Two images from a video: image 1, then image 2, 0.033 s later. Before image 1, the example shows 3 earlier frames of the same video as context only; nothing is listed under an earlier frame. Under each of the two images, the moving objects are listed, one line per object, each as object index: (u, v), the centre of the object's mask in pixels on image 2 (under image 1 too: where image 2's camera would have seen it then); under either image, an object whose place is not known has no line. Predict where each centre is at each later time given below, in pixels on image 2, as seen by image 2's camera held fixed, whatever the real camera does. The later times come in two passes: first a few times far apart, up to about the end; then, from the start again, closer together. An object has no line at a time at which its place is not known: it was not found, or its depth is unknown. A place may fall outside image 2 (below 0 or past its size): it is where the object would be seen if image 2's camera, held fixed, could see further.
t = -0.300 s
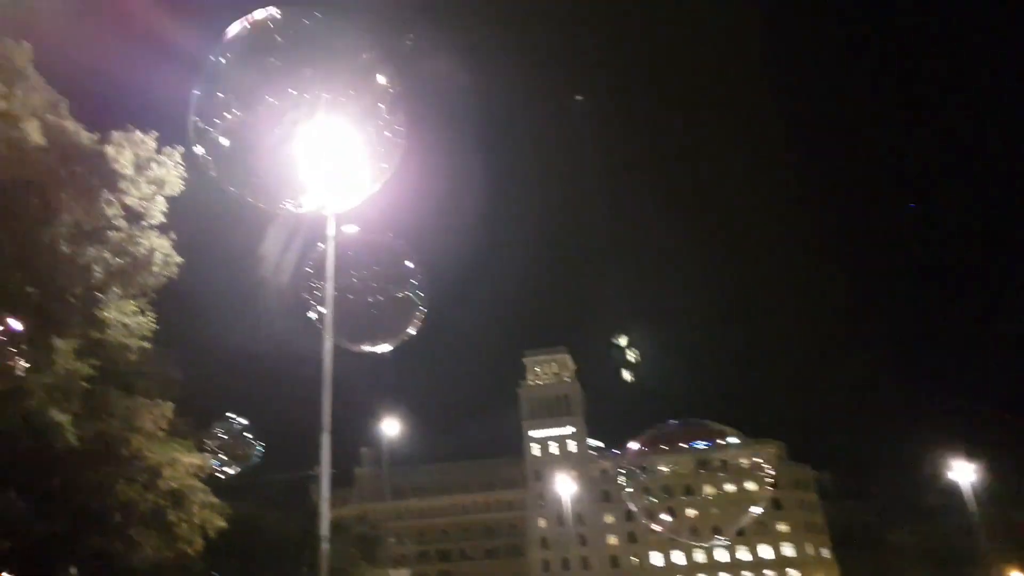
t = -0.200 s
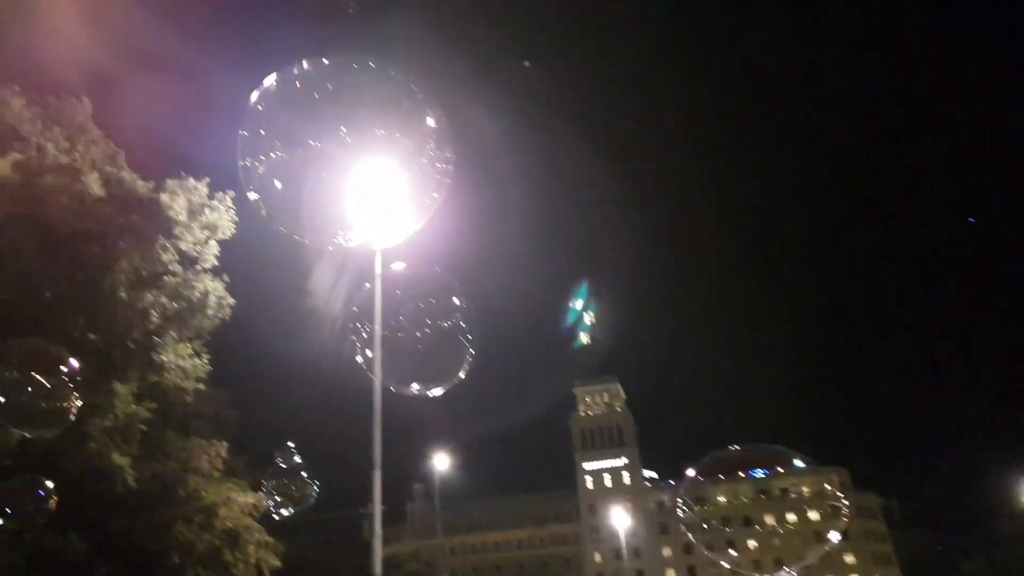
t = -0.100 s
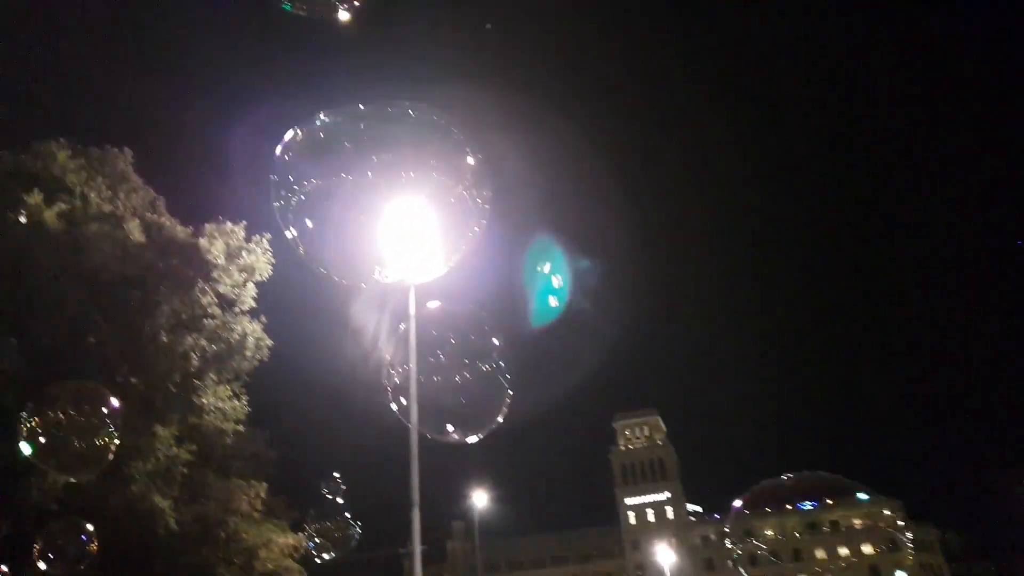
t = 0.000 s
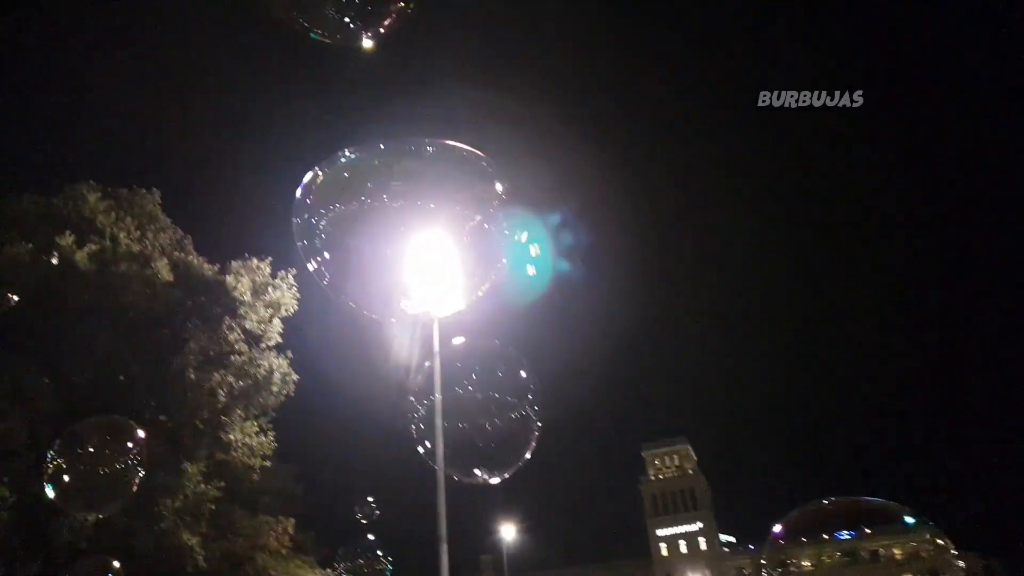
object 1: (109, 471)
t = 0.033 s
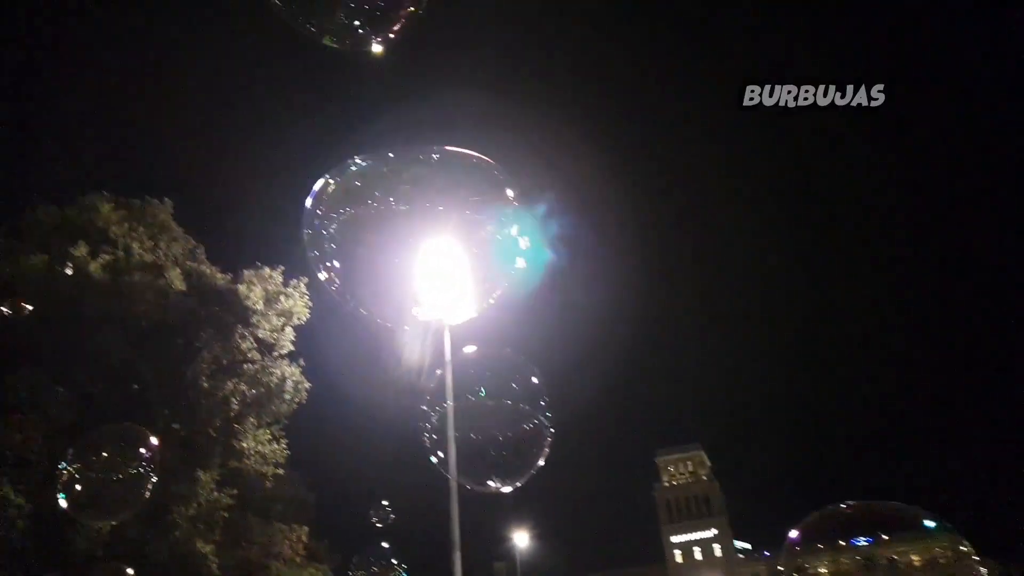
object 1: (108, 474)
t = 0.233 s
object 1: (92, 465)
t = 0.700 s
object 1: (33, 434)
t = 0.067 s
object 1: (108, 469)
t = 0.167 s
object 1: (101, 468)
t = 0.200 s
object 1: (96, 469)
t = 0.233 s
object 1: (92, 465)
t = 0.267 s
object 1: (89, 462)
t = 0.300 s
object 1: (84, 461)
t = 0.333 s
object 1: (81, 460)
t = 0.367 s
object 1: (78, 458)
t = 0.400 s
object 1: (73, 457)
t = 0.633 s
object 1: (42, 436)
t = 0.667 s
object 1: (38, 438)
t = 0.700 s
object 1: (33, 434)
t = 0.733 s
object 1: (29, 430)
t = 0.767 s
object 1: (23, 429)
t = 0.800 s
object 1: (19, 429)
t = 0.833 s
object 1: (17, 426)
